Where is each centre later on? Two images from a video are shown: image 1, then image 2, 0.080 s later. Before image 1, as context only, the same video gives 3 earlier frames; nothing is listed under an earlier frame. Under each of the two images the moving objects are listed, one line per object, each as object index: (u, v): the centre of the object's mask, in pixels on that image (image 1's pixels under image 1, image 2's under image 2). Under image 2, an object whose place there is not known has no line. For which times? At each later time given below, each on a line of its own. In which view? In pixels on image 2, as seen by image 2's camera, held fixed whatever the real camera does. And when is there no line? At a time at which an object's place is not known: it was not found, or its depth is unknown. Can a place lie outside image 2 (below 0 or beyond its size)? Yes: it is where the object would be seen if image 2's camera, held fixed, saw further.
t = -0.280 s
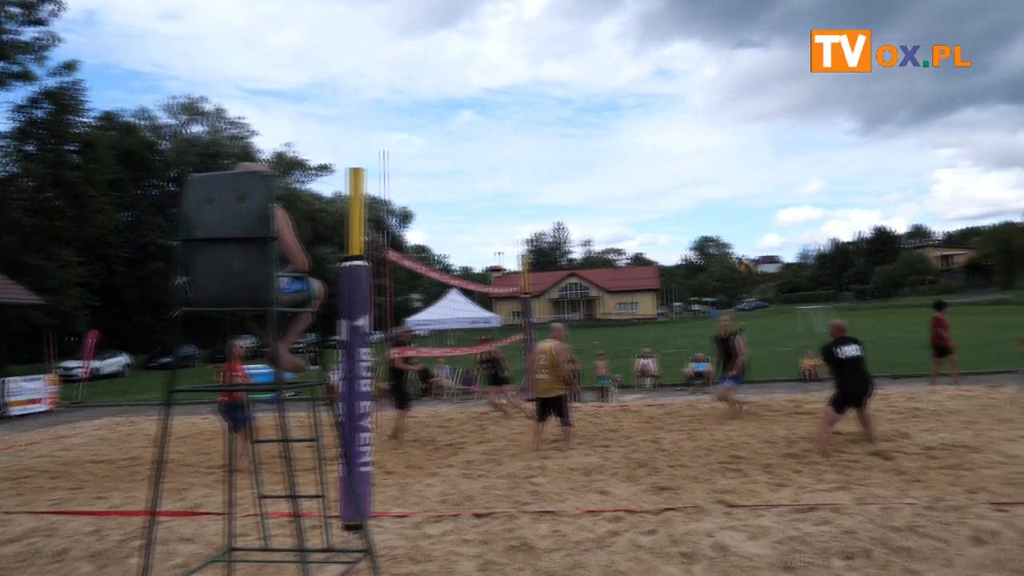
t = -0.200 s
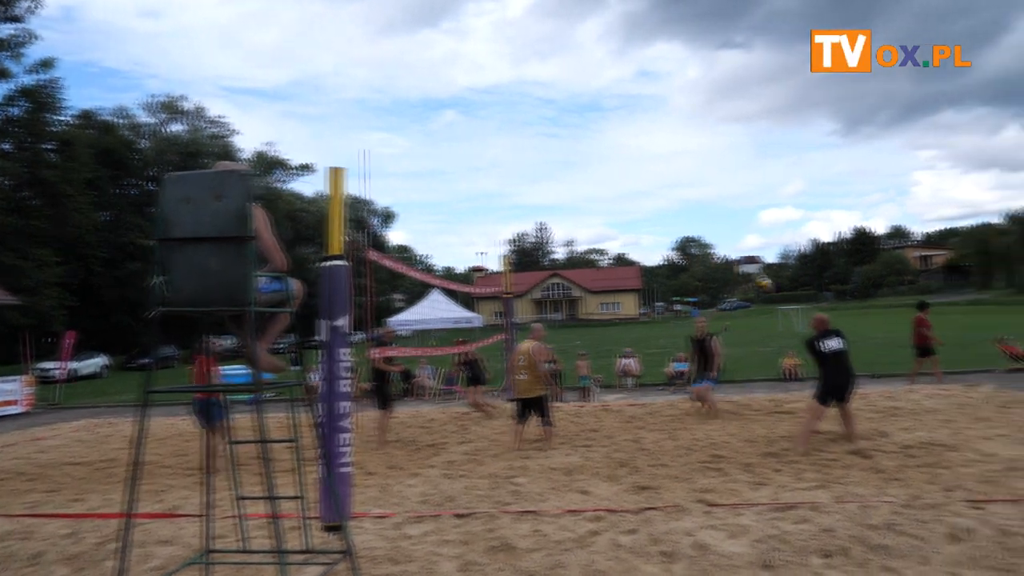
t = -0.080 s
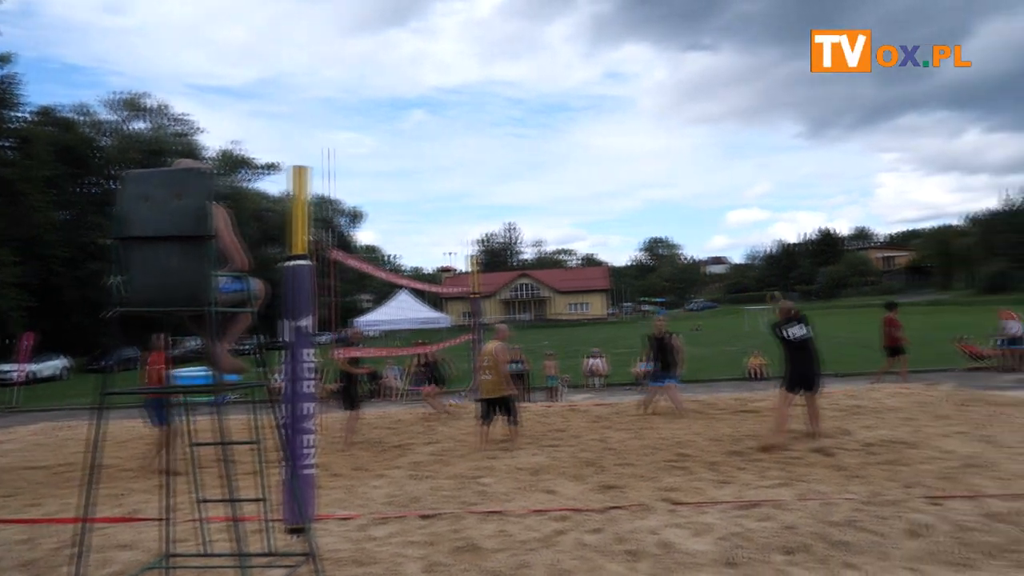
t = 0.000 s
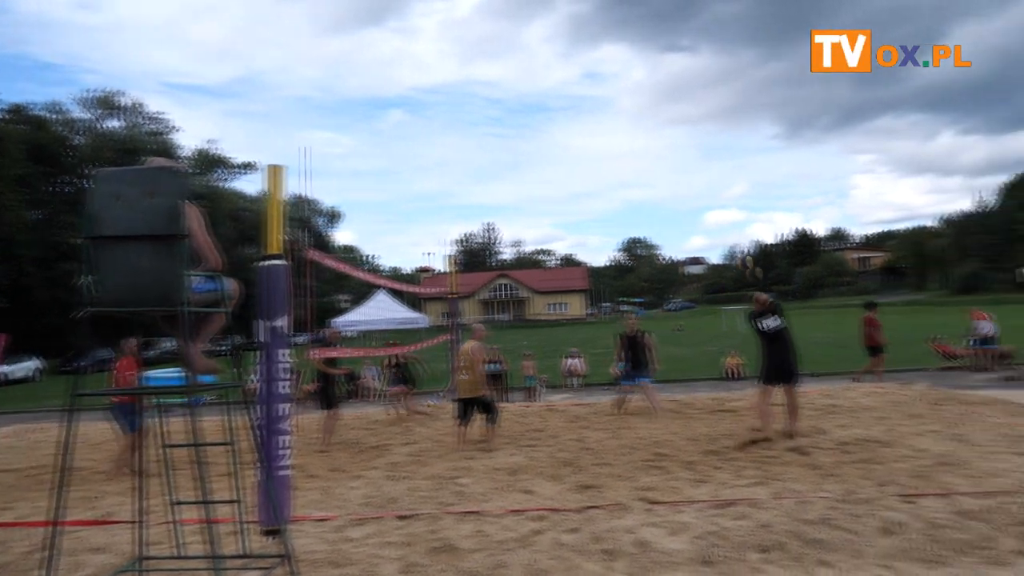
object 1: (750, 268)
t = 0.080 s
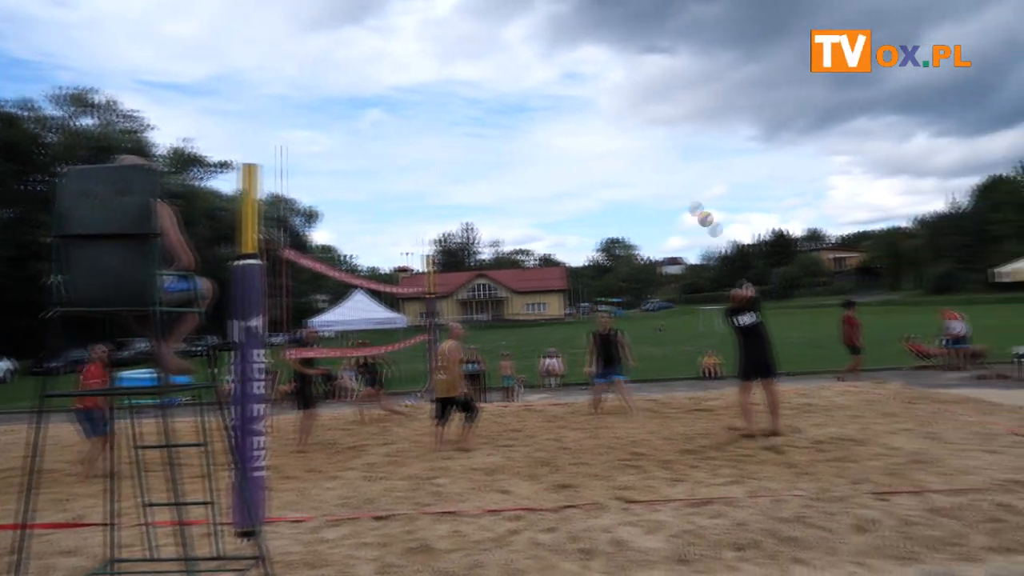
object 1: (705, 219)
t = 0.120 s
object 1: (695, 199)
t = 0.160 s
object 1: (686, 182)
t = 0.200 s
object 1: (677, 165)
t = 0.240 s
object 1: (669, 150)
